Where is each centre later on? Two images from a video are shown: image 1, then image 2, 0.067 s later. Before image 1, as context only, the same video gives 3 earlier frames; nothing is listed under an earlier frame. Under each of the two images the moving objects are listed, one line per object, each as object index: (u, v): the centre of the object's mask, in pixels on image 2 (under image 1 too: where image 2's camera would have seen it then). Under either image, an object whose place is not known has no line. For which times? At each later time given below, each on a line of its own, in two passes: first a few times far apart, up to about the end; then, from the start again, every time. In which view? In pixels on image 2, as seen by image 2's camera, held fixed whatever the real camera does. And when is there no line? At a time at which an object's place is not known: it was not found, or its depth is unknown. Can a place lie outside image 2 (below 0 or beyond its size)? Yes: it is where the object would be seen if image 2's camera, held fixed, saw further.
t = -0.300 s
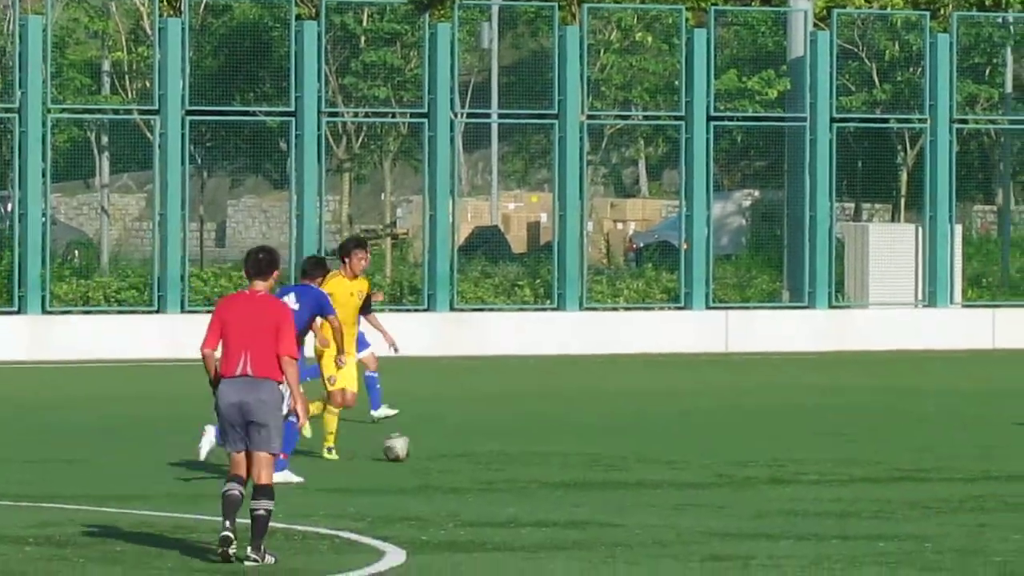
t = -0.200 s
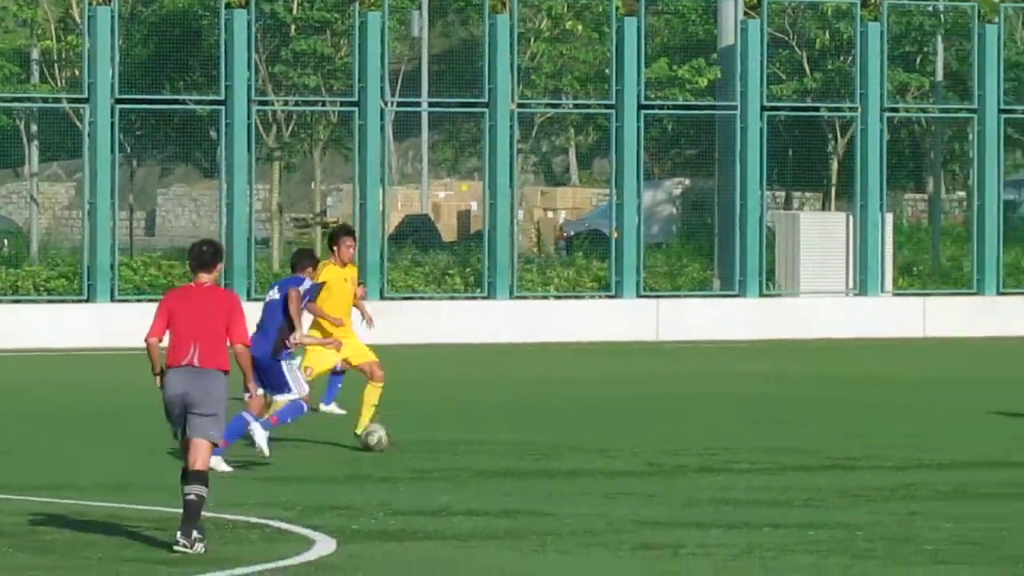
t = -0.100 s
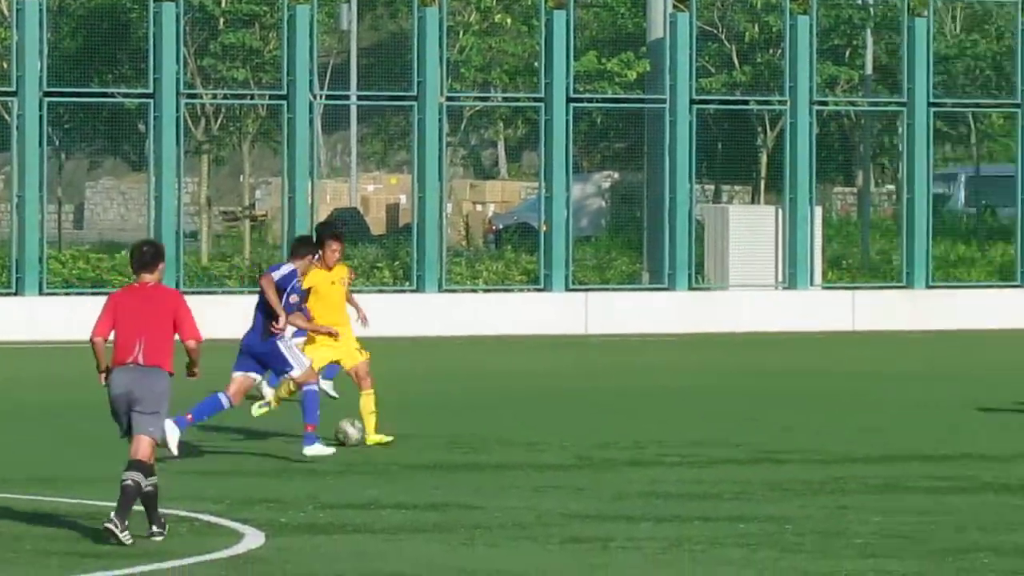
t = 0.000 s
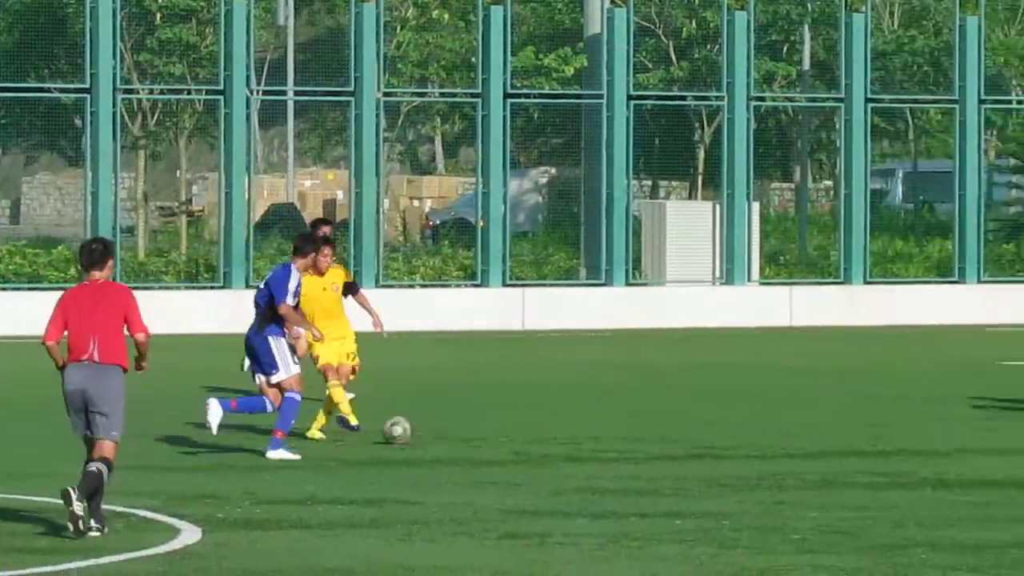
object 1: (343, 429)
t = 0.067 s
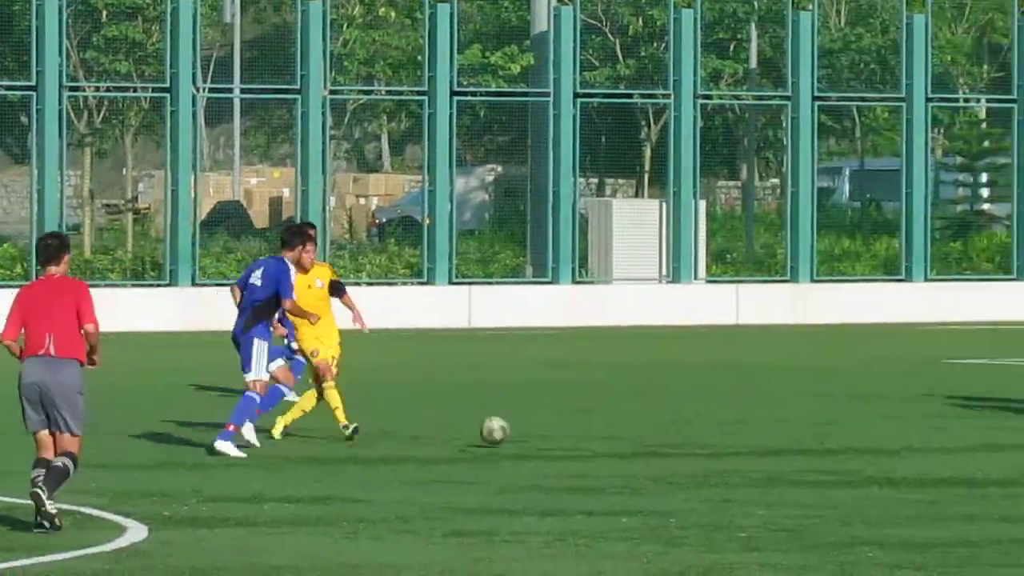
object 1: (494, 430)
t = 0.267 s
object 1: (952, 445)
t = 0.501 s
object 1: (1528, 475)
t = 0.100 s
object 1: (570, 433)
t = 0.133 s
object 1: (648, 437)
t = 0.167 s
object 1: (726, 442)
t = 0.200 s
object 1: (801, 442)
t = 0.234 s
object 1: (876, 443)
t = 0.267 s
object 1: (952, 445)
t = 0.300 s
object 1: (1031, 448)
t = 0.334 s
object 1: (1111, 455)
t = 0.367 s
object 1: (1192, 462)
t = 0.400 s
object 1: (1272, 462)
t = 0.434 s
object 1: (1353, 465)
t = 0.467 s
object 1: (1439, 468)
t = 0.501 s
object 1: (1528, 475)
